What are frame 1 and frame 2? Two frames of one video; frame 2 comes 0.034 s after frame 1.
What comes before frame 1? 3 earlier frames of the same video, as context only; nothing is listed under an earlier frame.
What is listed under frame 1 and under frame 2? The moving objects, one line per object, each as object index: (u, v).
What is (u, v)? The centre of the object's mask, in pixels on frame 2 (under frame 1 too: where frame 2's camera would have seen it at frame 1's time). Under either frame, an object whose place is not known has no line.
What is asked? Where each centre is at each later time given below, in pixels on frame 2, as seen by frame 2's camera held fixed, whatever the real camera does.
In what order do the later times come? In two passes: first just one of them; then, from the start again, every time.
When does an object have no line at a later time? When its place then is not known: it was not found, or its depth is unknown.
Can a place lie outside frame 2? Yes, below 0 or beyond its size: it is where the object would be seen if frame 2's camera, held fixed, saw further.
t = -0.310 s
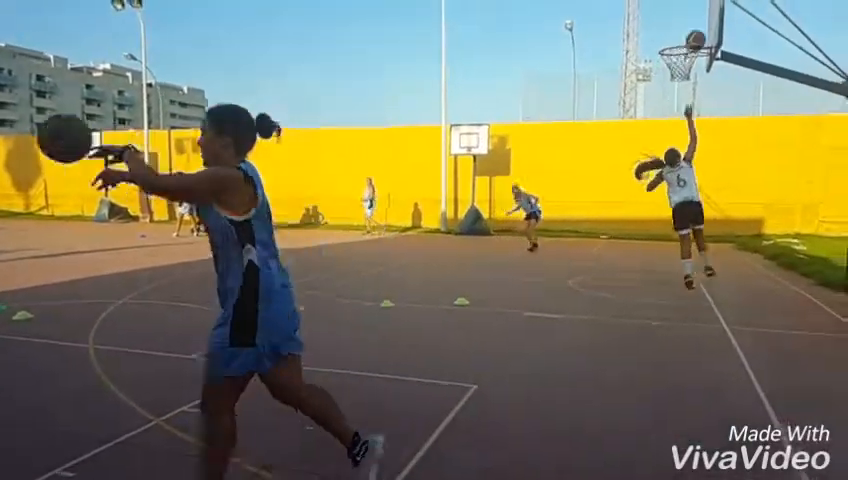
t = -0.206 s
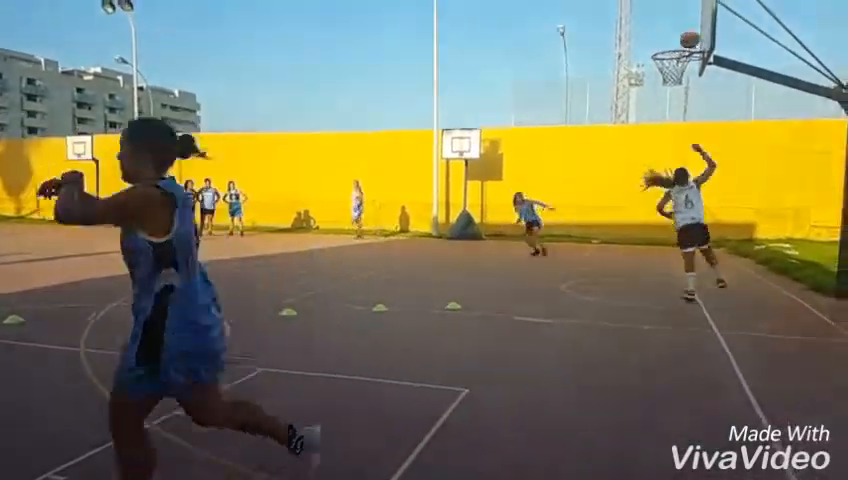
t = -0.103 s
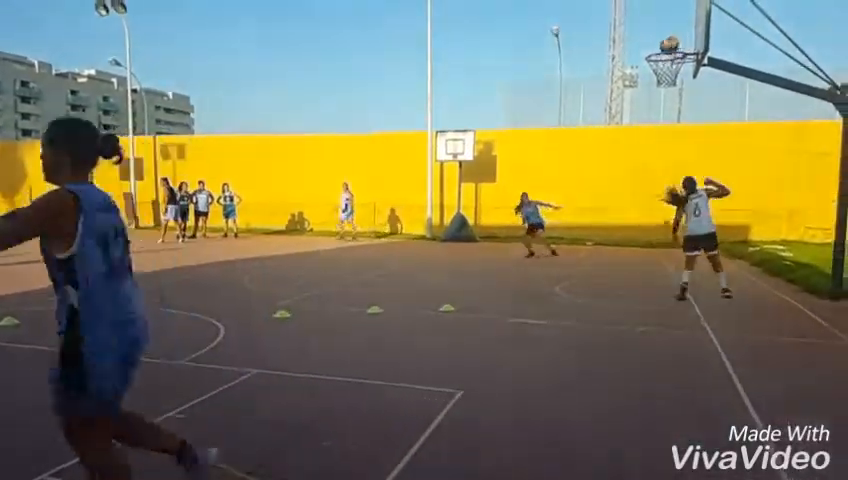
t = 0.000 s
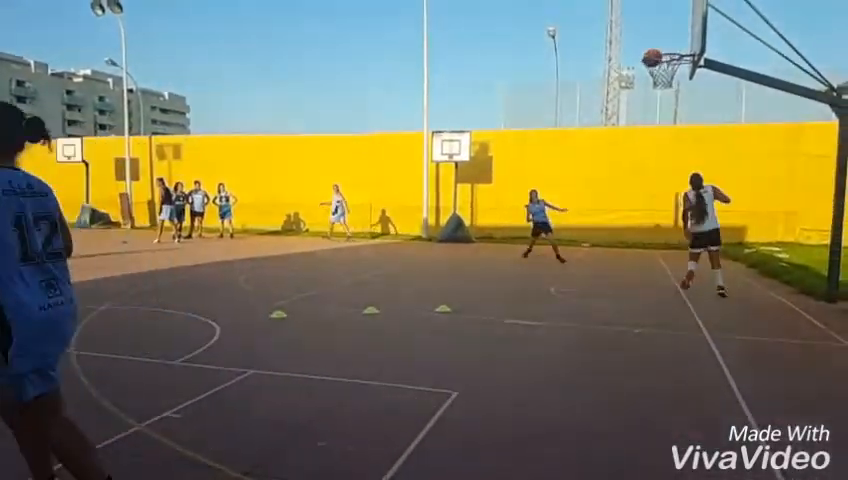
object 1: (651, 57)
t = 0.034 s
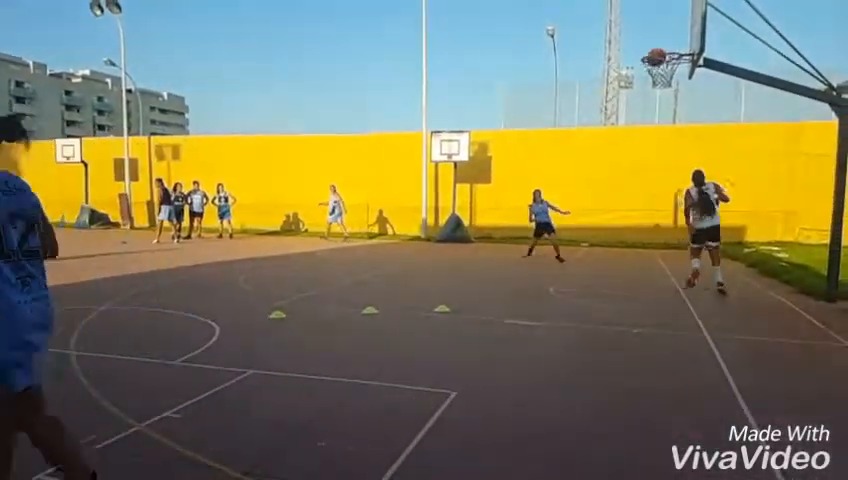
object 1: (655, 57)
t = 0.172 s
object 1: (668, 73)
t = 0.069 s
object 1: (661, 58)
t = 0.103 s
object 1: (665, 60)
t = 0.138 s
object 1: (669, 64)
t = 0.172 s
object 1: (668, 73)
